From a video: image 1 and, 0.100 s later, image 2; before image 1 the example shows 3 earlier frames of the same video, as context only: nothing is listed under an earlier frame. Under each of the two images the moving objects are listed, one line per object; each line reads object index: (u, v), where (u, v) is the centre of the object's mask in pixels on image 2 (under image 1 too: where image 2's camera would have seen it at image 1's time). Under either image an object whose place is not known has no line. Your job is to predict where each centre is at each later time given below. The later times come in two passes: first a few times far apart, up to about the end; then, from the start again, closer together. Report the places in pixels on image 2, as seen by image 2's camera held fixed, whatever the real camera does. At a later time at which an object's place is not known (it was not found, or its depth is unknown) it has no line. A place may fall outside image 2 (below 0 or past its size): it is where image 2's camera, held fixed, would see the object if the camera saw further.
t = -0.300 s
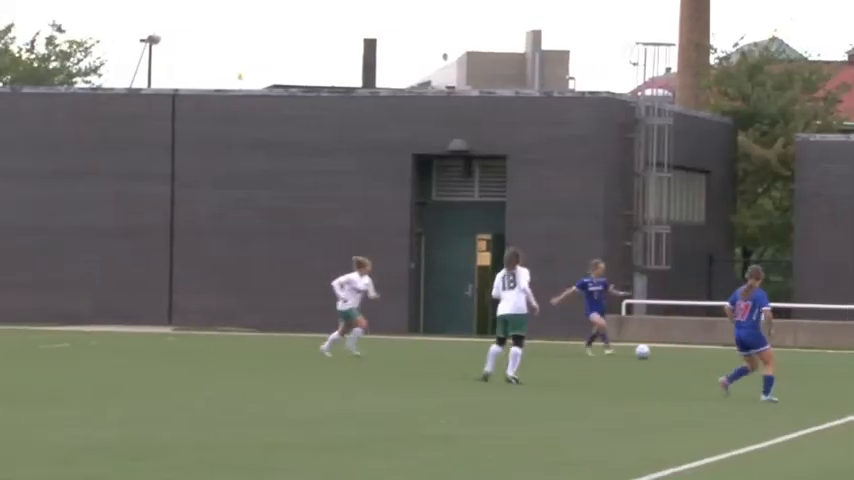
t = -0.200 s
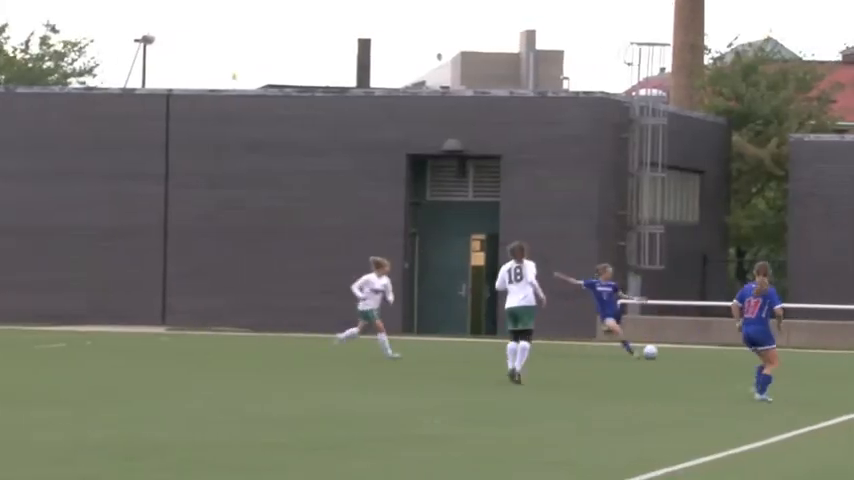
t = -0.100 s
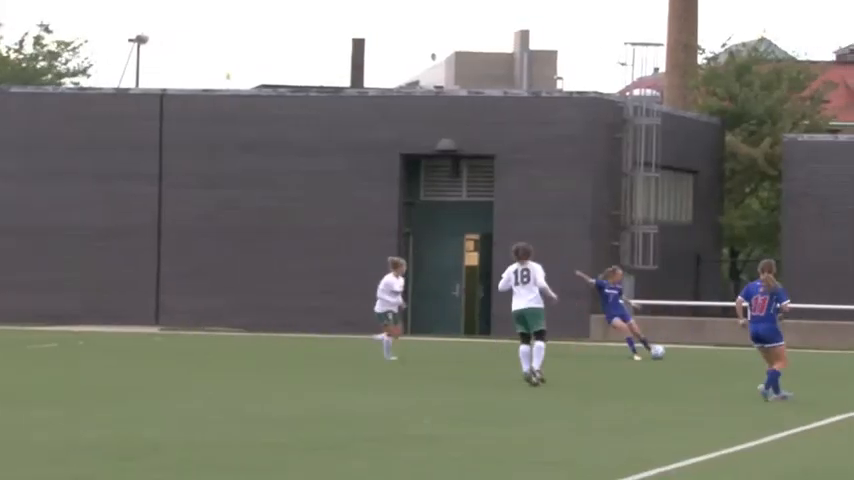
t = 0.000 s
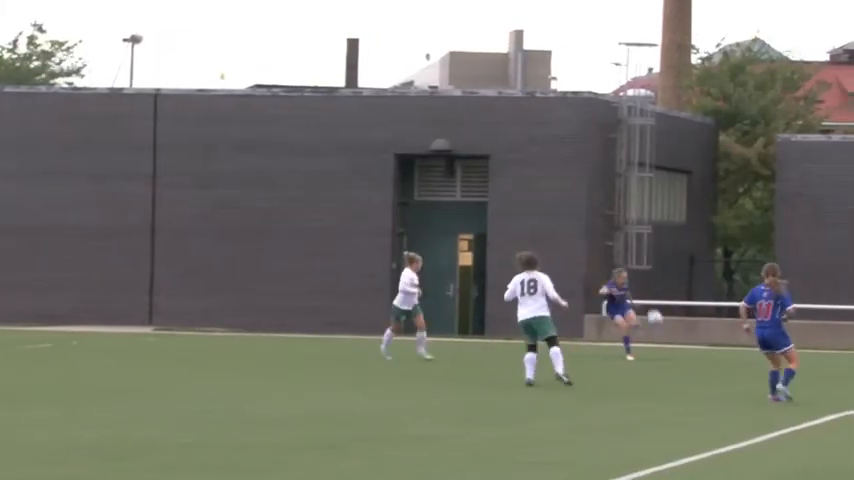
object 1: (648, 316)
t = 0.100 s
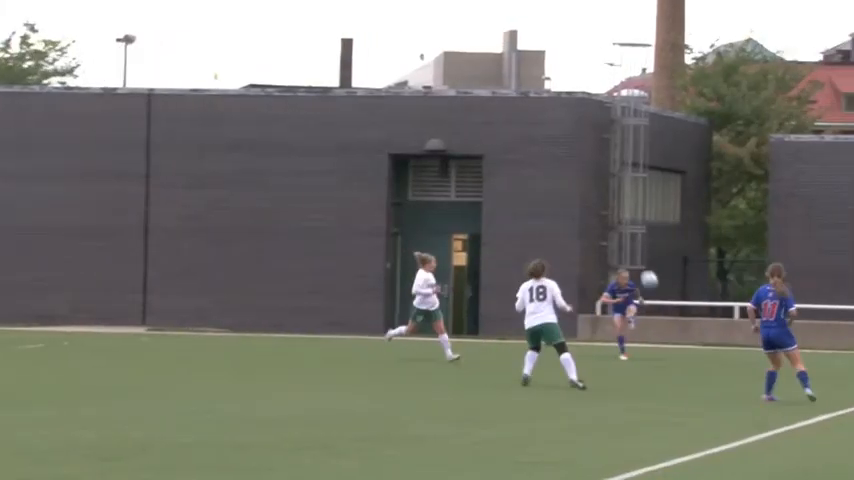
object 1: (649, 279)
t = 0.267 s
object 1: (647, 221)
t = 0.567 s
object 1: (634, 144)
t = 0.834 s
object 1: (615, 119)
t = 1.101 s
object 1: (588, 153)
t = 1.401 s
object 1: (538, 285)
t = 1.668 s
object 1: (480, 404)
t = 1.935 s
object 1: (447, 296)
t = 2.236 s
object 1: (395, 287)
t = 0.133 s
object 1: (649, 267)
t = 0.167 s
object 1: (648, 255)
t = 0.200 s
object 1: (648, 243)
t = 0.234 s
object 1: (648, 232)
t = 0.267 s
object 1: (647, 221)
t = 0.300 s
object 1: (646, 210)
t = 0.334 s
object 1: (645, 200)
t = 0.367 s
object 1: (644, 190)
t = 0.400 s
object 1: (642, 182)
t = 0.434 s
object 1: (640, 172)
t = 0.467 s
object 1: (639, 166)
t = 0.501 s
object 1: (637, 159)
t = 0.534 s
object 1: (636, 151)
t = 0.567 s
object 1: (634, 144)
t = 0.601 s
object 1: (632, 138)
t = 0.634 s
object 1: (629, 134)
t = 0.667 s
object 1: (627, 129)
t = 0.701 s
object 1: (625, 125)
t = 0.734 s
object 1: (622, 122)
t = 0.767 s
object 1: (620, 120)
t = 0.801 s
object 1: (617, 119)
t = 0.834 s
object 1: (615, 119)
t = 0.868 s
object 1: (612, 120)
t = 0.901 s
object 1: (608, 122)
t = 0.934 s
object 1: (605, 124)
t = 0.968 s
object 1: (602, 128)
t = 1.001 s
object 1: (599, 132)
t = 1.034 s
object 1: (595, 137)
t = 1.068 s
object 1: (591, 144)
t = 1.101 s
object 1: (588, 153)
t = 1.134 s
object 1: (584, 162)
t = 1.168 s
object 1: (579, 172)
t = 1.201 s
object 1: (575, 184)
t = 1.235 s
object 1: (570, 197)
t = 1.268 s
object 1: (565, 212)
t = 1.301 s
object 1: (559, 227)
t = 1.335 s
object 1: (553, 245)
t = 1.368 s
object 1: (548, 263)
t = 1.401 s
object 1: (538, 285)
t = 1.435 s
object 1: (532, 308)
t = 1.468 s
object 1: (523, 331)
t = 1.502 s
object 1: (516, 357)
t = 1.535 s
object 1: (506, 384)
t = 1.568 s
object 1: (496, 415)
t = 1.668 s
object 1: (480, 404)
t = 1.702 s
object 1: (477, 385)
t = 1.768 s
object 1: (470, 353)
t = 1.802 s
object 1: (466, 339)
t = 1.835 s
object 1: (461, 326)
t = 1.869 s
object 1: (457, 316)
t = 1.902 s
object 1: (452, 305)
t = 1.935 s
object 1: (447, 296)
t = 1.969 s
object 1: (442, 289)
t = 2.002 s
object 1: (437, 283)
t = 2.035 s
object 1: (432, 279)
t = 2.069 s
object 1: (427, 277)
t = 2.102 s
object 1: (421, 275)
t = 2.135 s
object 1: (415, 275)
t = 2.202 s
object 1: (401, 282)
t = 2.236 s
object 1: (395, 287)
